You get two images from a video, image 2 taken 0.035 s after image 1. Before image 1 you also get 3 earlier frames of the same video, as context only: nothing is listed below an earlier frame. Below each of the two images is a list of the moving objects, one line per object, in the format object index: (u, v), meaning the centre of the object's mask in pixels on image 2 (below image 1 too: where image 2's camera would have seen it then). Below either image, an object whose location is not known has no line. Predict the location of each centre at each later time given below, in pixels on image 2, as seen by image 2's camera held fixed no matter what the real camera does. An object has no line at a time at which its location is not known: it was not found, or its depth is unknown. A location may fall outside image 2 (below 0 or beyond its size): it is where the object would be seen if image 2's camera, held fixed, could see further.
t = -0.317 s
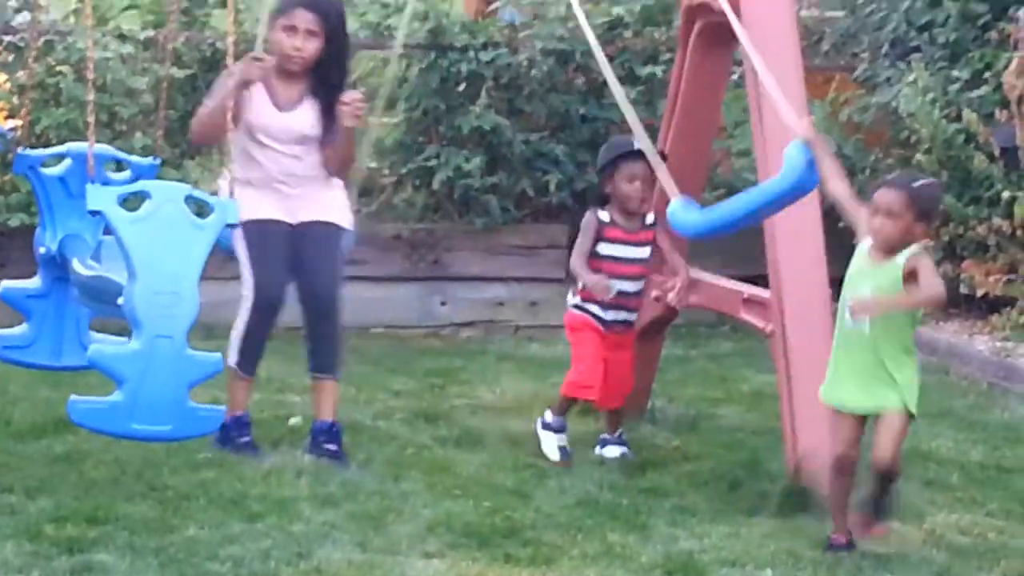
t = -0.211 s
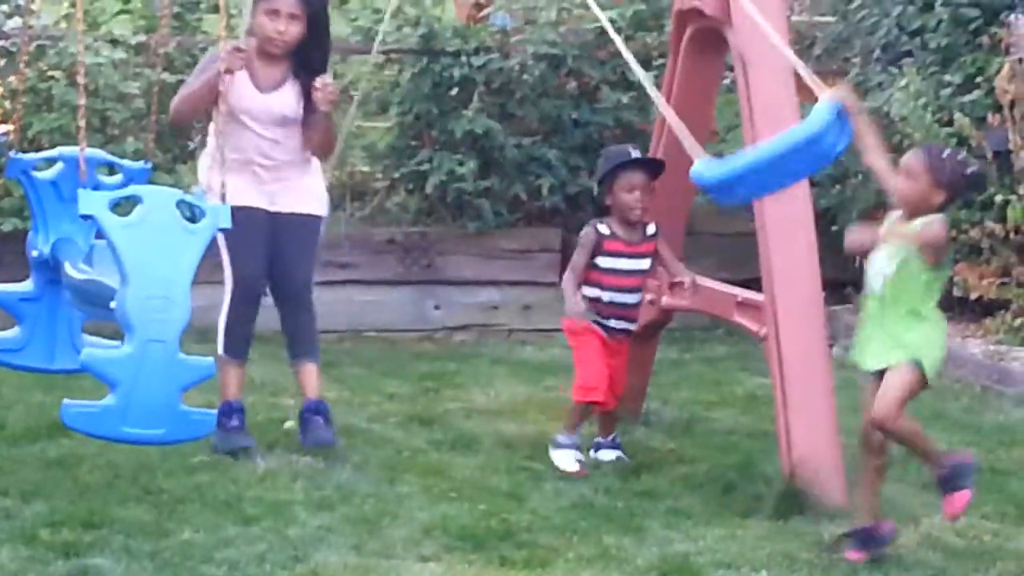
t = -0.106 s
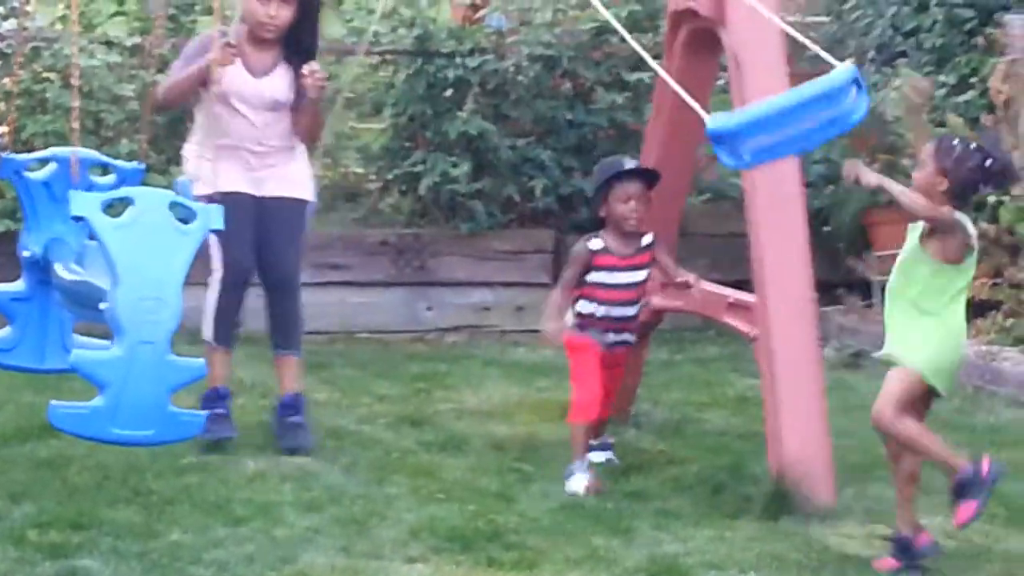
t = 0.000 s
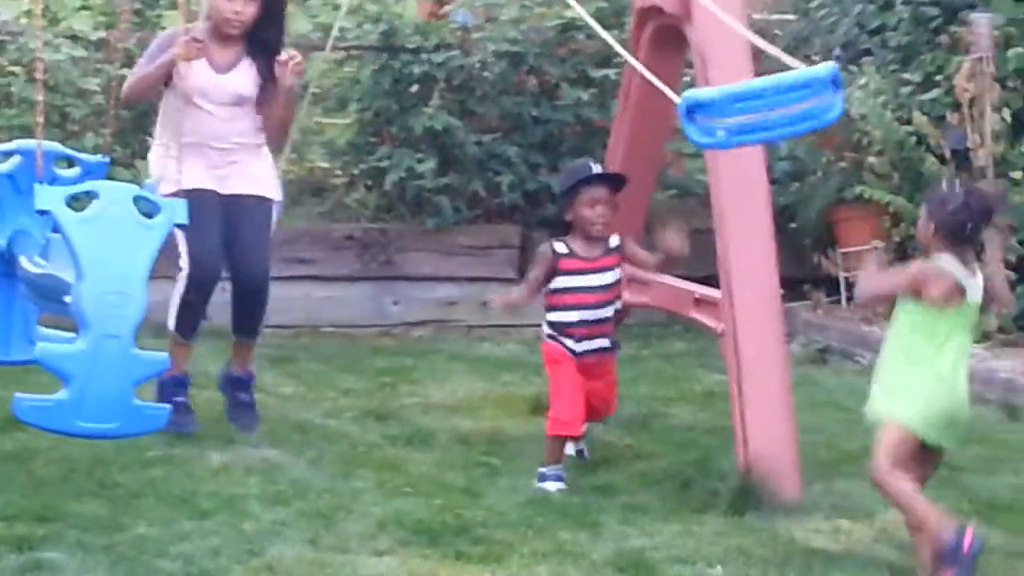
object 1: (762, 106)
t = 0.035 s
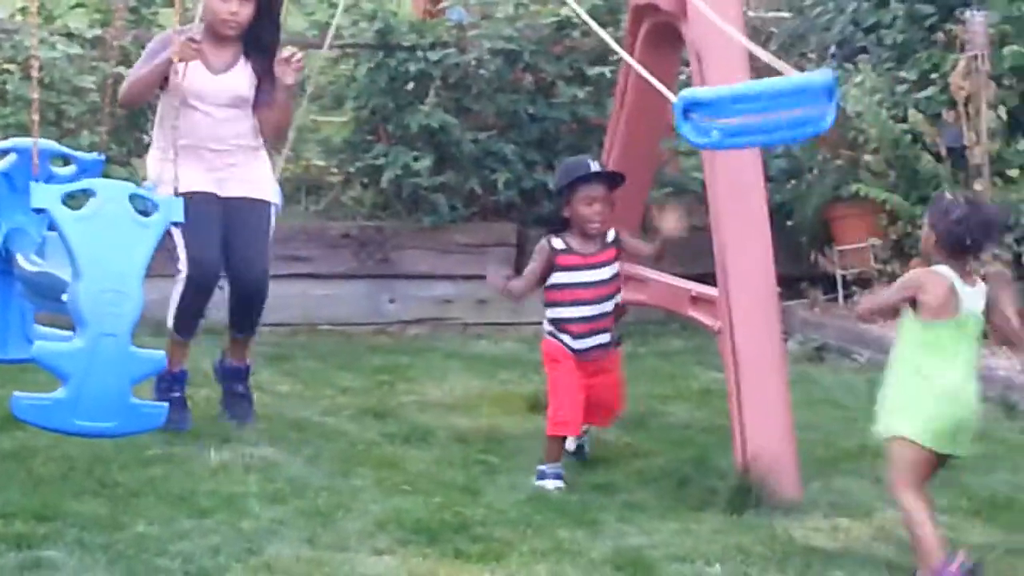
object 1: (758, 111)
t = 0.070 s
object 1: (754, 119)
